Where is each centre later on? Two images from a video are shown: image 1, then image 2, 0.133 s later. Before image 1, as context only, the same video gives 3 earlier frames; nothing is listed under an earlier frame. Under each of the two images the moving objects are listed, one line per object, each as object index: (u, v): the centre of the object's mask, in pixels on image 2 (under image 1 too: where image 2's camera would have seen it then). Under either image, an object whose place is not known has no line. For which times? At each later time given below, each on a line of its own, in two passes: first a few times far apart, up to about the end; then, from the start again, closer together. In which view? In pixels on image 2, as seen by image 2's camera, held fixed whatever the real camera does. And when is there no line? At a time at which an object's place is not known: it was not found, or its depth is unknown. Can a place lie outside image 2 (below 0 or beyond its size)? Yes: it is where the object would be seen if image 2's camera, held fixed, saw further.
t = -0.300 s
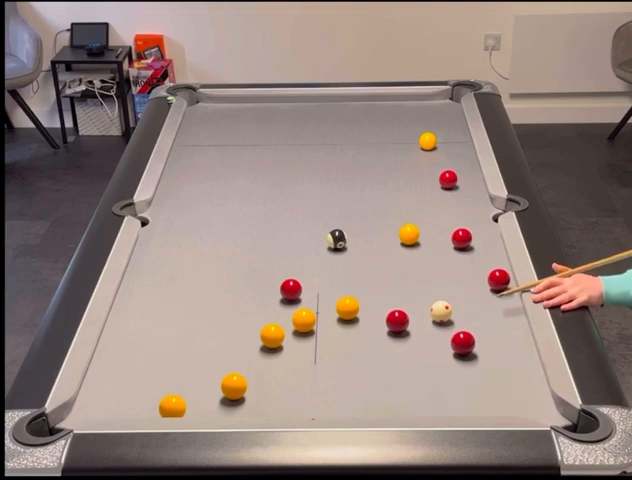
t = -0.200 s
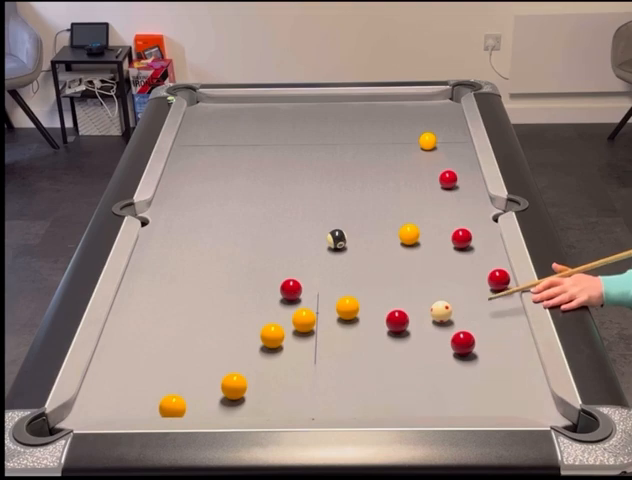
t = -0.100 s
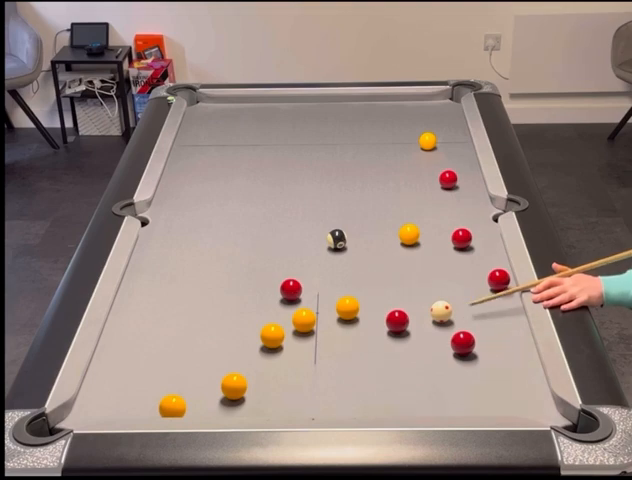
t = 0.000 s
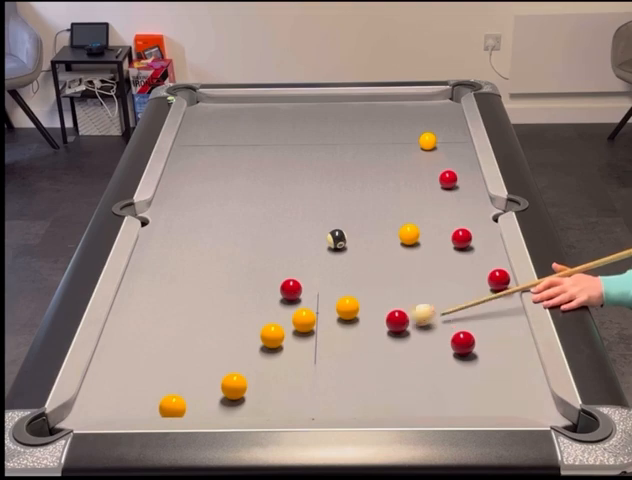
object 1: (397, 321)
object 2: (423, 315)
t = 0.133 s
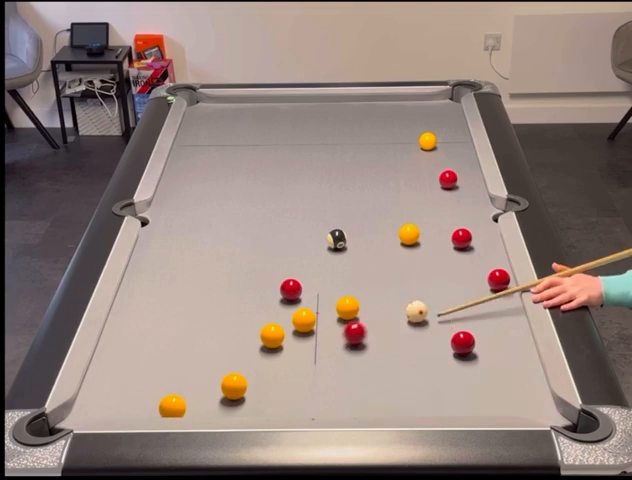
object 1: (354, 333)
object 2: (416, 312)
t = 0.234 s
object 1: (330, 341)
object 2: (416, 310)
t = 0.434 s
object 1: (280, 356)
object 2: (416, 306)
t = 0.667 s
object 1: (220, 370)
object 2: (416, 302)
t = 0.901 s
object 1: (162, 387)
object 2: (416, 300)
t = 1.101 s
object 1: (112, 402)
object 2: (415, 298)
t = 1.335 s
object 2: (415, 298)
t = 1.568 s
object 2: (416, 298)
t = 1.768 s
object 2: (416, 298)
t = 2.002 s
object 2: (416, 298)
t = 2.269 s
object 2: (416, 298)
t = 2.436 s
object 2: (416, 298)
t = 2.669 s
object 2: (416, 298)
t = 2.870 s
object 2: (416, 298)
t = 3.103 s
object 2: (416, 298)
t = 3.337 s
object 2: (416, 298)
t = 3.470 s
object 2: (416, 298)
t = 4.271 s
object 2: (416, 298)
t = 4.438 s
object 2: (416, 298)
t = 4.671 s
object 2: (416, 298)
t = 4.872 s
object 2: (416, 298)
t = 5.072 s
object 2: (416, 298)
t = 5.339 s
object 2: (416, 298)
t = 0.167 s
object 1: (346, 337)
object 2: (416, 312)
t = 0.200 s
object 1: (338, 339)
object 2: (416, 312)
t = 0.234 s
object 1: (330, 341)
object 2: (416, 310)
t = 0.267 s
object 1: (321, 343)
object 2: (416, 309)
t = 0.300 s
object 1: (313, 346)
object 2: (416, 309)
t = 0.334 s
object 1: (305, 348)
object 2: (416, 308)
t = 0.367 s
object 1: (297, 350)
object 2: (416, 307)
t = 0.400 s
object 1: (289, 353)
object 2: (416, 307)
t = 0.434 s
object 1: (280, 356)
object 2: (416, 306)
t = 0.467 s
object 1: (272, 357)
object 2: (416, 305)
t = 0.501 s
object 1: (264, 360)
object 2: (416, 305)
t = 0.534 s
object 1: (255, 362)
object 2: (416, 304)
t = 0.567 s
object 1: (247, 364)
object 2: (416, 304)
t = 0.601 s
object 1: (239, 365)
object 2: (416, 303)
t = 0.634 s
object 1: (230, 366)
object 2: (416, 303)
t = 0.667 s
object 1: (220, 370)
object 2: (416, 302)
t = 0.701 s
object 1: (213, 374)
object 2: (416, 302)
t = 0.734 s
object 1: (205, 376)
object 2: (416, 301)
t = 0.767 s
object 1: (197, 378)
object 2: (416, 301)
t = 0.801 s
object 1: (188, 381)
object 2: (416, 301)
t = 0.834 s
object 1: (180, 383)
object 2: (416, 300)
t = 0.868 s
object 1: (171, 384)
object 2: (416, 300)
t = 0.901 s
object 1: (162, 387)
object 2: (416, 300)
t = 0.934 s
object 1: (154, 390)
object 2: (416, 300)
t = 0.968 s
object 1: (146, 393)
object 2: (416, 299)
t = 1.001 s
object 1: (137, 395)
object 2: (415, 299)
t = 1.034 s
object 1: (129, 397)
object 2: (415, 299)
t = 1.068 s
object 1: (120, 400)
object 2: (415, 298)
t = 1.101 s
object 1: (112, 402)
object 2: (415, 298)
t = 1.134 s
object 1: (103, 404)
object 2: (415, 298)
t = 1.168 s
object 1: (95, 407)
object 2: (415, 298)
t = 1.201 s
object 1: (87, 408)
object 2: (415, 298)
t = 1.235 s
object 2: (415, 298)
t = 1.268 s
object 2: (415, 298)
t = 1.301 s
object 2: (416, 298)
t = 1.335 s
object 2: (415, 298)
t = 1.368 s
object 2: (416, 298)
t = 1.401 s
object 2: (416, 298)
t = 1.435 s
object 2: (416, 298)
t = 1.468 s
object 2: (416, 298)
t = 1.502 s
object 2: (416, 298)
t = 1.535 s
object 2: (416, 298)
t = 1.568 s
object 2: (416, 298)
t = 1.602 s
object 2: (416, 298)
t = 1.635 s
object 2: (416, 298)
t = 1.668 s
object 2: (416, 298)
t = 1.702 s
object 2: (416, 298)
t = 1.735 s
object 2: (416, 298)
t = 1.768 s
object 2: (416, 298)
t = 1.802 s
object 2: (416, 298)
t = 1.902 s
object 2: (416, 298)
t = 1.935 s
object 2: (416, 298)
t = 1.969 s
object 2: (416, 298)
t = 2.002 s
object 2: (416, 298)
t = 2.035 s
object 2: (416, 298)
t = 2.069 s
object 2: (416, 298)
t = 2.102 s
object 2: (416, 298)
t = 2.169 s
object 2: (416, 298)
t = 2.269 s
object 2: (416, 298)
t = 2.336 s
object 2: (416, 298)
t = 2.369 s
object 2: (416, 298)
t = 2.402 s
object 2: (416, 298)
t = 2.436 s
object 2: (416, 298)
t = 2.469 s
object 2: (416, 298)
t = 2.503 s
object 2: (416, 298)
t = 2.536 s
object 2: (416, 298)
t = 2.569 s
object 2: (416, 298)
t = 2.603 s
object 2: (416, 298)
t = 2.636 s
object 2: (416, 298)
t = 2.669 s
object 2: (416, 298)
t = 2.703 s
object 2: (416, 298)
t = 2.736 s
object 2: (416, 298)
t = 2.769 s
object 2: (416, 298)
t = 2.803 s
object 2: (416, 298)
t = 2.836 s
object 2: (416, 298)
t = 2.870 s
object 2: (416, 298)
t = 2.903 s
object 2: (416, 298)
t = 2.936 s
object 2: (416, 298)
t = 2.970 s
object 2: (416, 298)
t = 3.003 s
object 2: (416, 298)
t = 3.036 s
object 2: (416, 298)
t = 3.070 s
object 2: (416, 298)
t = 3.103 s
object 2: (416, 298)
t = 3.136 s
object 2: (416, 298)
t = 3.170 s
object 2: (416, 298)
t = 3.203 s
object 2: (416, 298)
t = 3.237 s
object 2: (416, 298)
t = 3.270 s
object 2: (416, 298)
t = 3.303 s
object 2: (416, 298)
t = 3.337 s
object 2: (416, 298)
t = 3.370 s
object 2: (416, 298)
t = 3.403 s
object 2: (416, 298)
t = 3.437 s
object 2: (416, 298)
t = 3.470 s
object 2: (416, 298)
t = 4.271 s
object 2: (416, 298)
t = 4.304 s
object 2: (416, 298)
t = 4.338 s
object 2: (416, 298)
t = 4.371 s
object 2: (416, 298)
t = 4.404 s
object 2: (416, 298)
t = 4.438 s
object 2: (416, 298)
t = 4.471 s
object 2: (416, 298)
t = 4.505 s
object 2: (416, 298)
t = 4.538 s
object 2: (416, 298)
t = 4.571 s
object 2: (416, 298)
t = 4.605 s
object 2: (416, 298)
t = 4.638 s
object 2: (416, 298)
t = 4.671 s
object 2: (416, 298)
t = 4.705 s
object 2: (416, 298)
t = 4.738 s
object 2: (416, 298)
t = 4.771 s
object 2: (416, 298)
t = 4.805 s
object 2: (416, 298)
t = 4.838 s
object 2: (416, 298)
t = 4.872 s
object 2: (416, 298)
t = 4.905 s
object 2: (416, 298)
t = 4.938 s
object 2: (416, 298)
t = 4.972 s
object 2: (416, 298)
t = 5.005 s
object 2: (416, 298)
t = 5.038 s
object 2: (416, 298)
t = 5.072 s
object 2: (416, 298)
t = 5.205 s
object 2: (416, 298)
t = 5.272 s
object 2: (416, 298)
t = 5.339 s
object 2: (416, 298)
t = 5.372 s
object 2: (416, 298)
